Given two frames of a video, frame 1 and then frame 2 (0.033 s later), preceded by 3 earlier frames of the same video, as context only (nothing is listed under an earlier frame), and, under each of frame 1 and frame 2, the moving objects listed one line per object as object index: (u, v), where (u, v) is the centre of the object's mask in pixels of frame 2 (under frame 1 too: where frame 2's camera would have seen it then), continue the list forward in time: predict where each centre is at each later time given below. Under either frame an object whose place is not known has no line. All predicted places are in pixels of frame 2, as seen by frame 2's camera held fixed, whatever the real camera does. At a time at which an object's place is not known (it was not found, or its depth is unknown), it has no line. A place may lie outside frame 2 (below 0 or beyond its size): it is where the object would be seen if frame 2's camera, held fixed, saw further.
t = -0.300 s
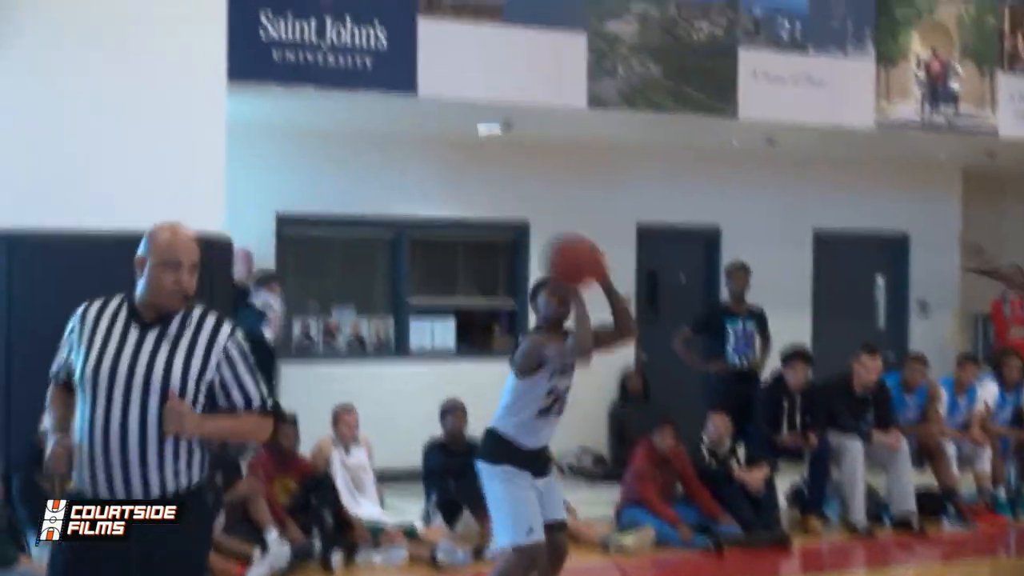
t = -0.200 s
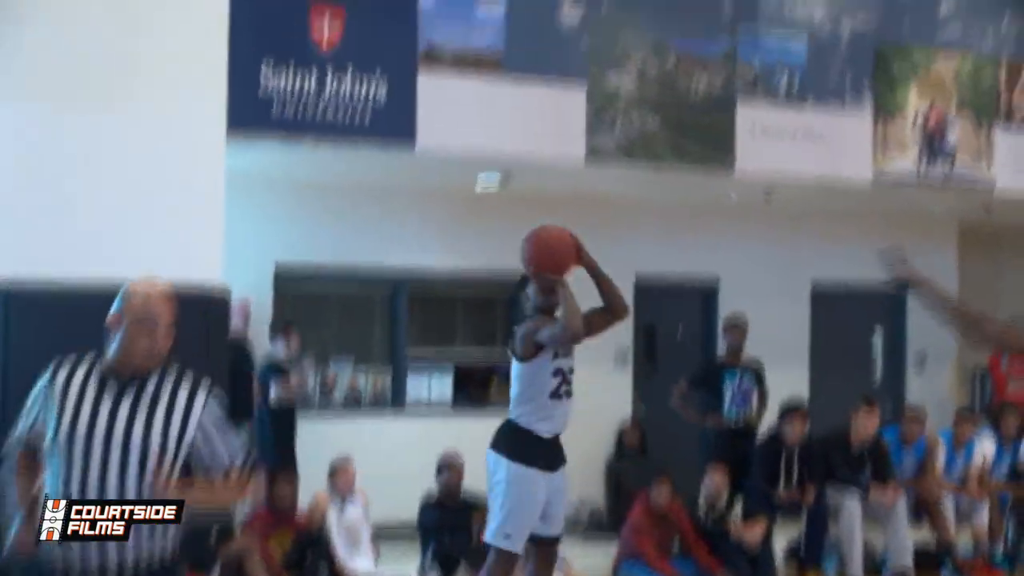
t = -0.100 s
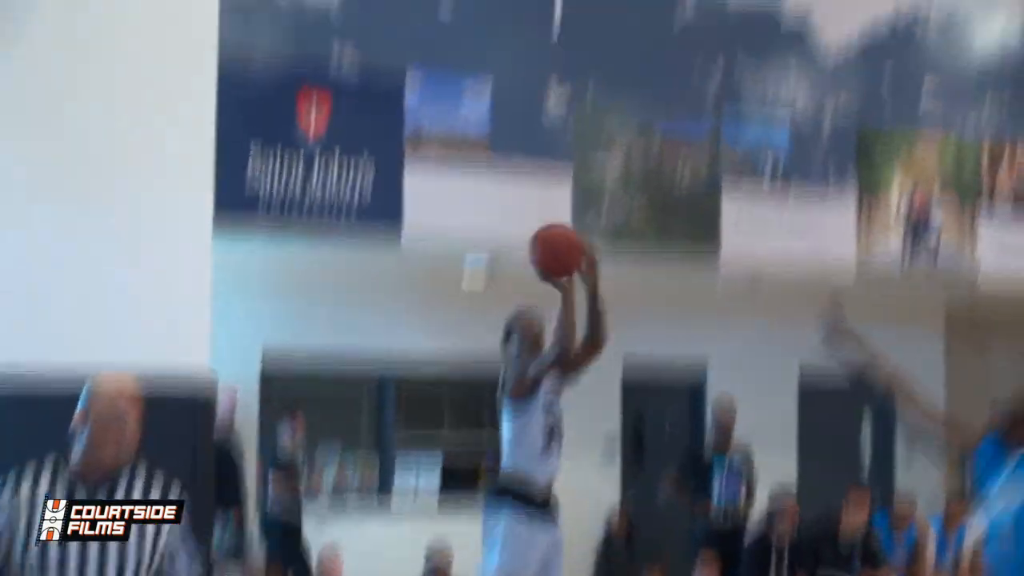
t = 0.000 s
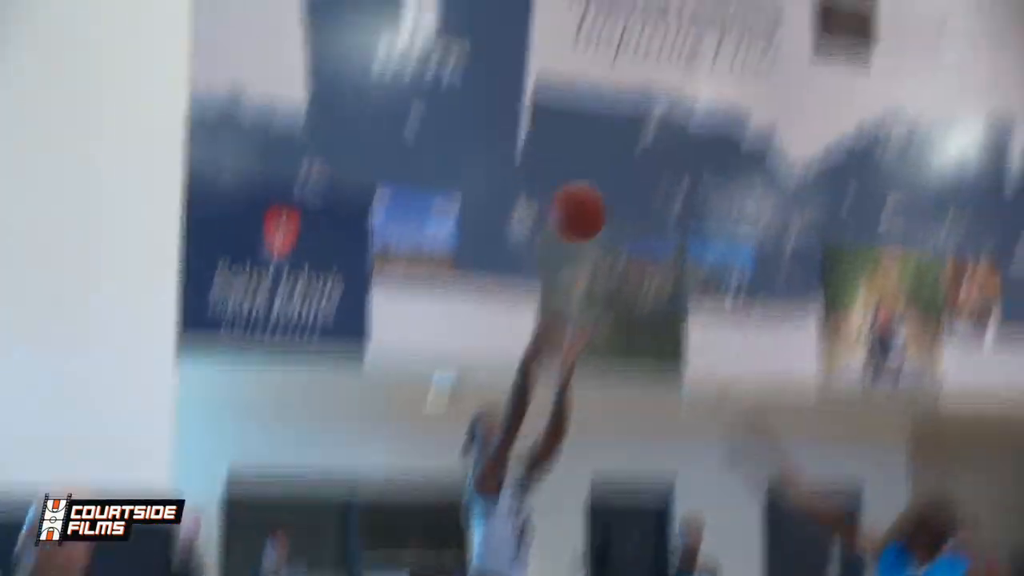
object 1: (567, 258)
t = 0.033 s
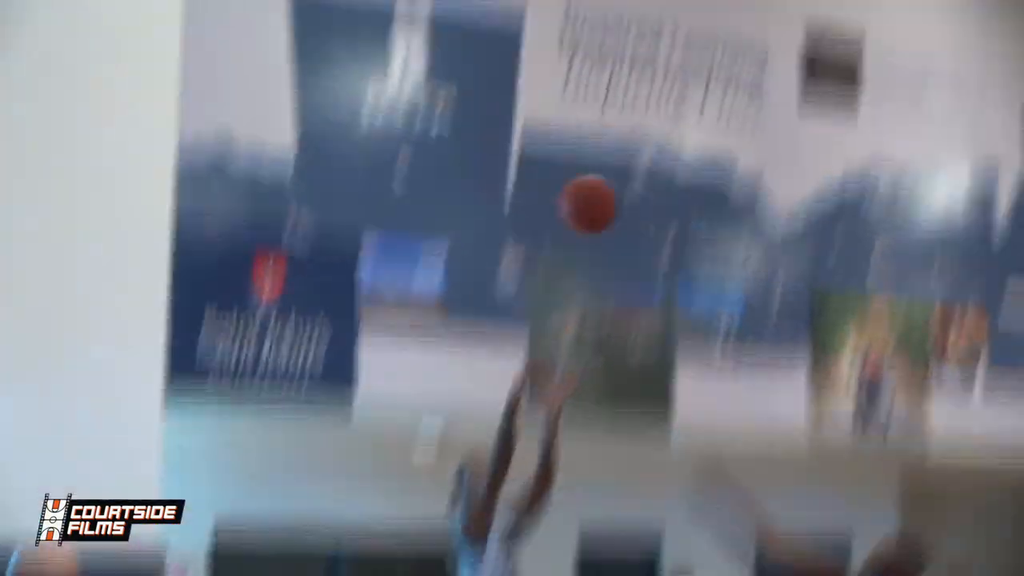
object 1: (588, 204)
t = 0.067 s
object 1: (615, 150)
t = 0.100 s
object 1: (637, 96)
